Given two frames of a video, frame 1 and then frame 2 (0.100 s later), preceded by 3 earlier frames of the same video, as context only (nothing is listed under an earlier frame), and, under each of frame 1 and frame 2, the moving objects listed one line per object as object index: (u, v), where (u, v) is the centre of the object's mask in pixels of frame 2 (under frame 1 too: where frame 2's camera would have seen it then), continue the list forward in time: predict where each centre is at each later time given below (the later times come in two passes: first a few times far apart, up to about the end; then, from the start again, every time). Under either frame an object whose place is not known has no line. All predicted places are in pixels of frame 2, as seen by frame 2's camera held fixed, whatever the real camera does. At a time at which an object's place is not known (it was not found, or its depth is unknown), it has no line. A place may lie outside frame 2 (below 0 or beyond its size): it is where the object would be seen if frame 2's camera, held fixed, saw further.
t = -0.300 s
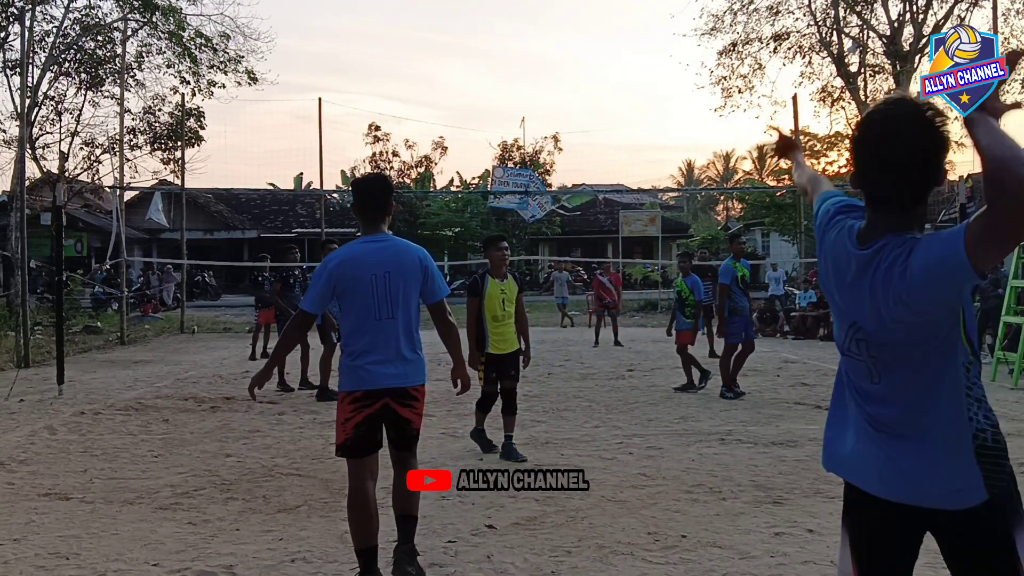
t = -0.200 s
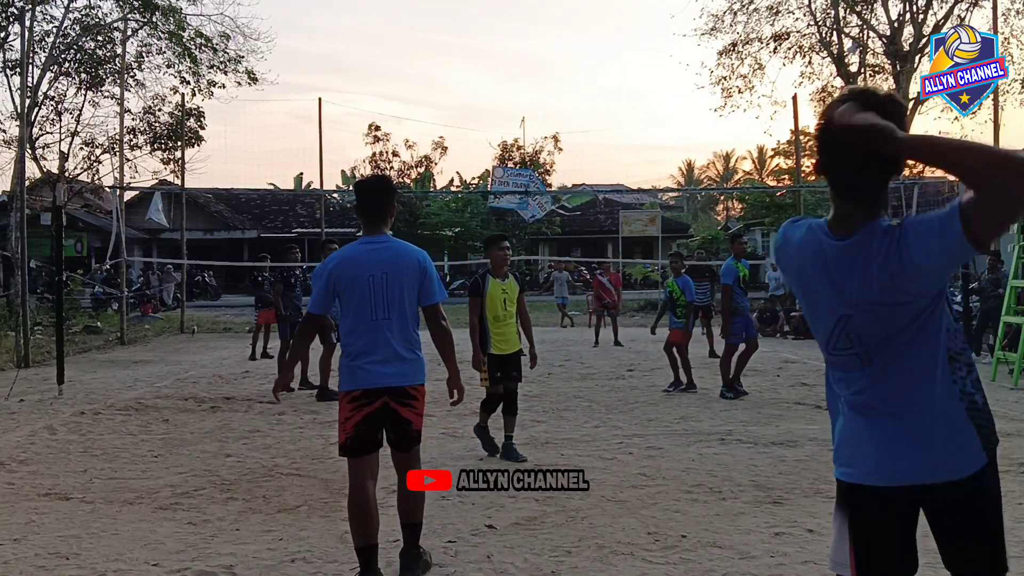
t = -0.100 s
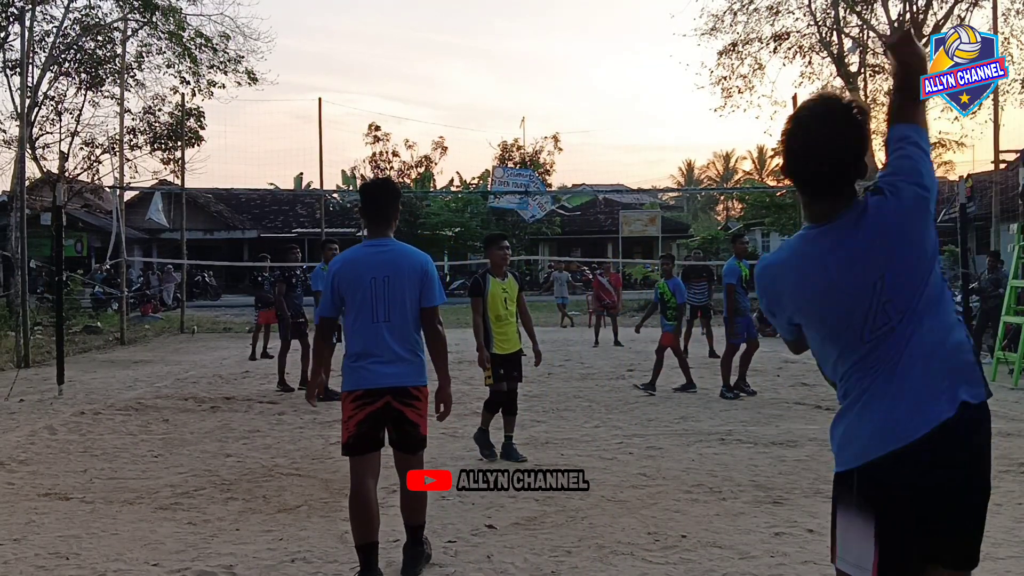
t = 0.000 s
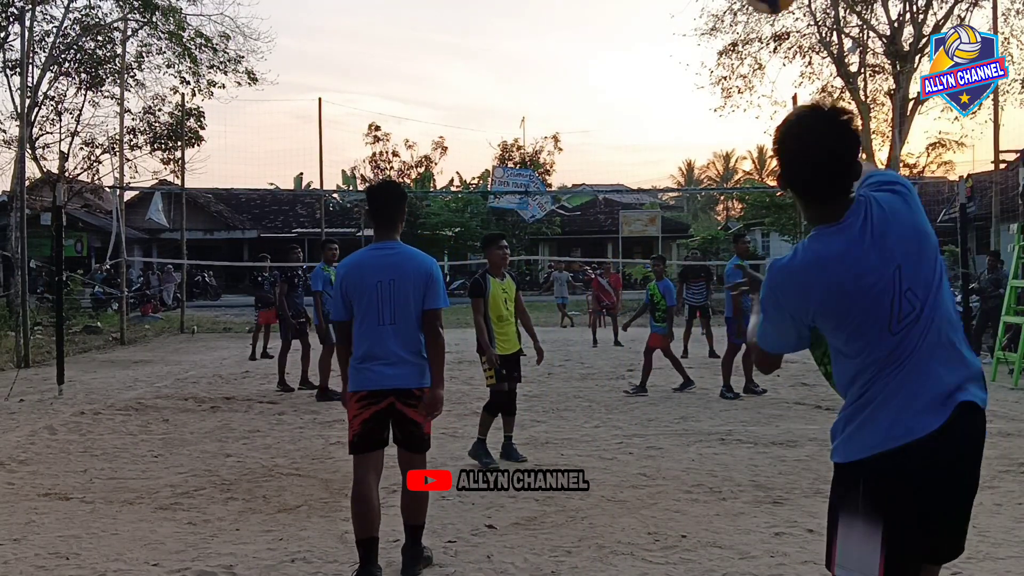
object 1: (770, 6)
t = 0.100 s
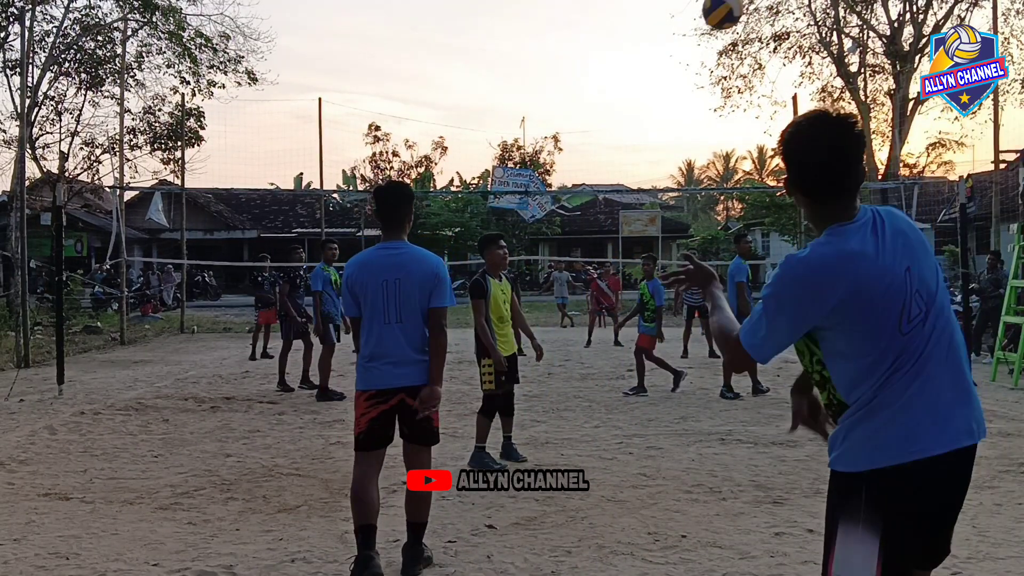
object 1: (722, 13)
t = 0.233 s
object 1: (696, 42)
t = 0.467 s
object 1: (666, 96)
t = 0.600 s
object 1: (654, 140)
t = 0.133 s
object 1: (713, 18)
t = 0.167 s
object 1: (707, 26)
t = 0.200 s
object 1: (701, 34)
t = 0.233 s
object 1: (696, 42)
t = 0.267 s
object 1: (690, 49)
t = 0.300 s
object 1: (685, 57)
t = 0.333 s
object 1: (680, 64)
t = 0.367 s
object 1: (676, 71)
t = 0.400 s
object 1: (672, 80)
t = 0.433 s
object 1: (669, 88)
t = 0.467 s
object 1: (666, 96)
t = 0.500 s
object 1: (663, 105)
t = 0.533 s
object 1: (660, 113)
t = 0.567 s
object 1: (658, 122)
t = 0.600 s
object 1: (654, 140)
